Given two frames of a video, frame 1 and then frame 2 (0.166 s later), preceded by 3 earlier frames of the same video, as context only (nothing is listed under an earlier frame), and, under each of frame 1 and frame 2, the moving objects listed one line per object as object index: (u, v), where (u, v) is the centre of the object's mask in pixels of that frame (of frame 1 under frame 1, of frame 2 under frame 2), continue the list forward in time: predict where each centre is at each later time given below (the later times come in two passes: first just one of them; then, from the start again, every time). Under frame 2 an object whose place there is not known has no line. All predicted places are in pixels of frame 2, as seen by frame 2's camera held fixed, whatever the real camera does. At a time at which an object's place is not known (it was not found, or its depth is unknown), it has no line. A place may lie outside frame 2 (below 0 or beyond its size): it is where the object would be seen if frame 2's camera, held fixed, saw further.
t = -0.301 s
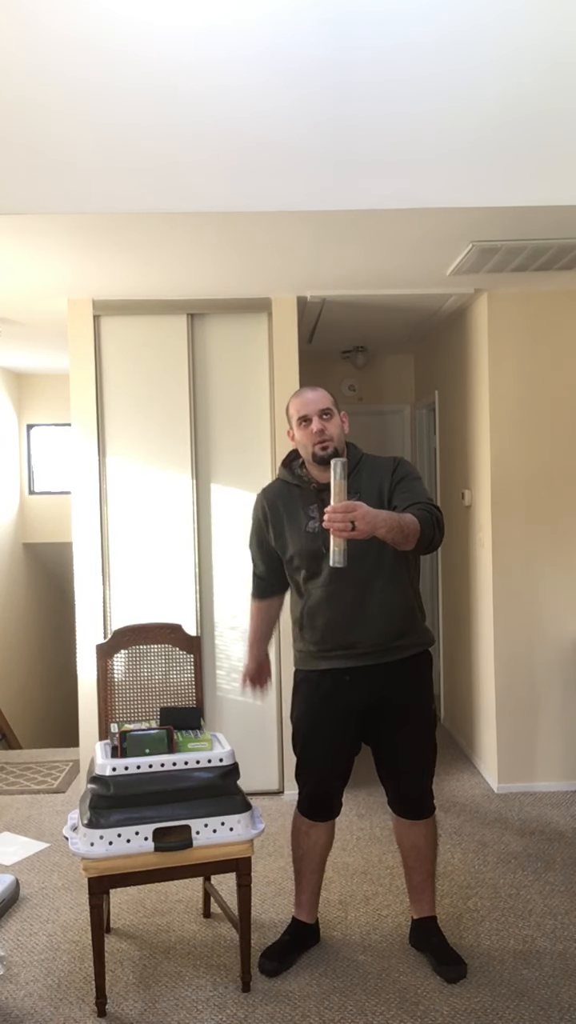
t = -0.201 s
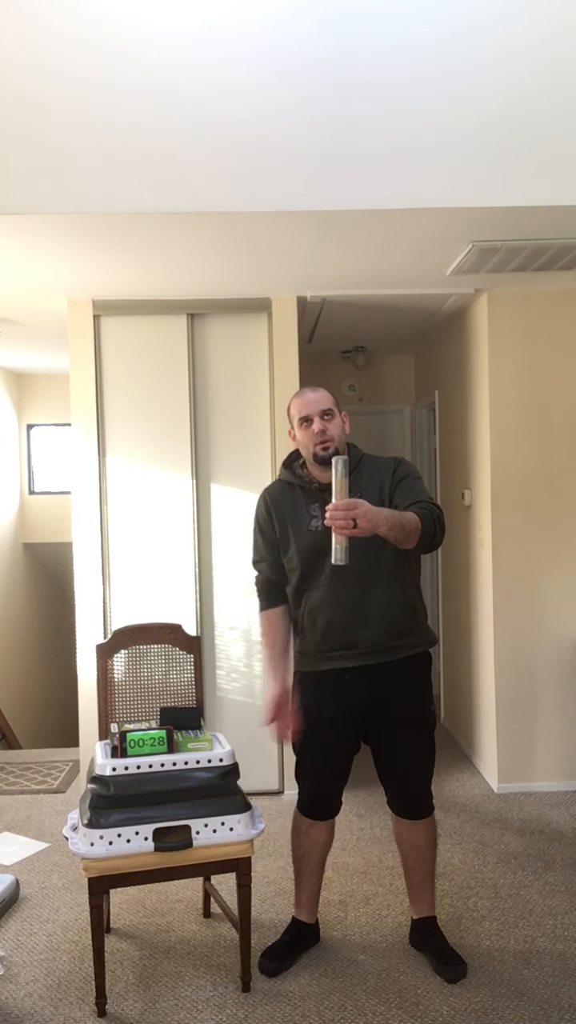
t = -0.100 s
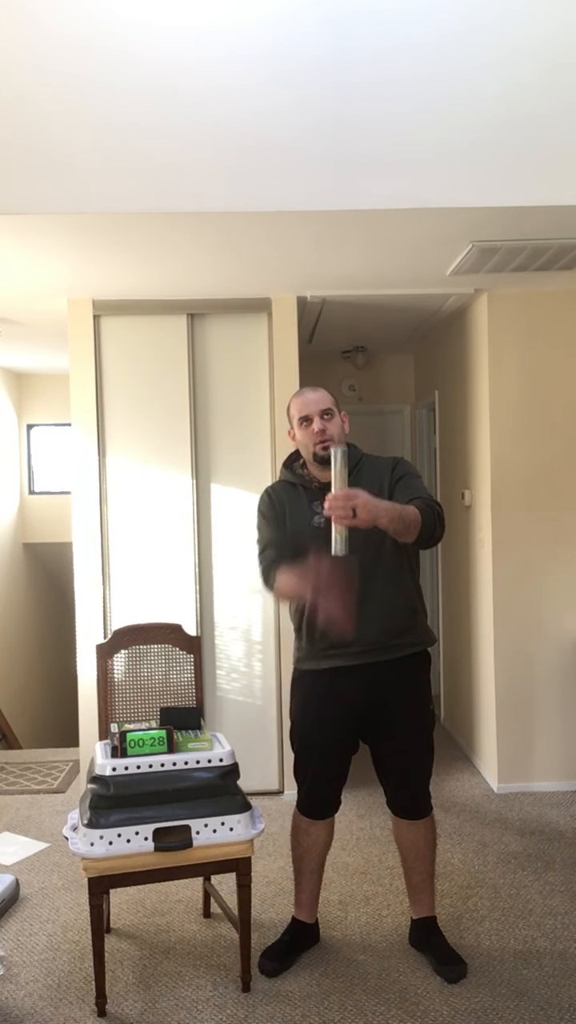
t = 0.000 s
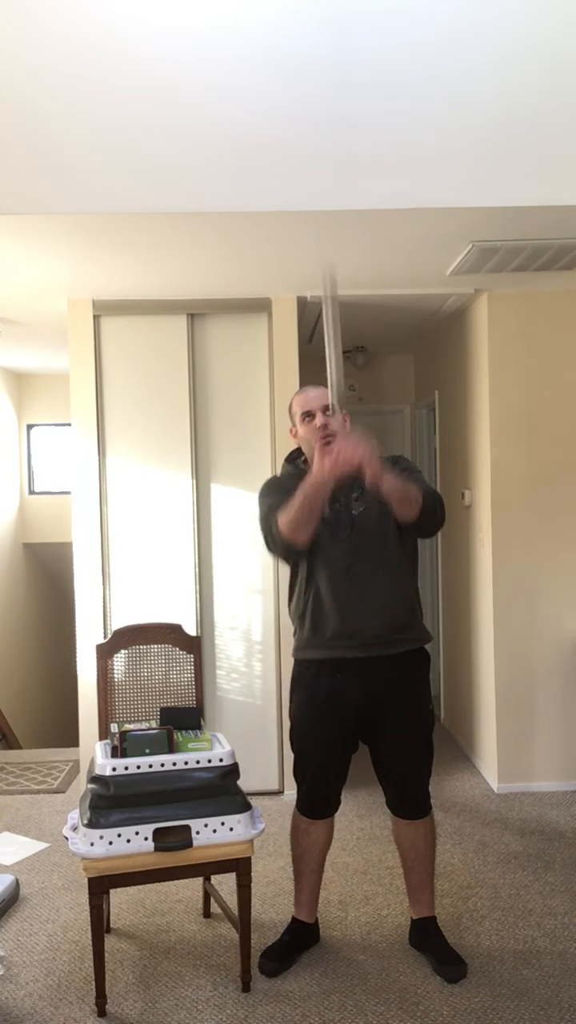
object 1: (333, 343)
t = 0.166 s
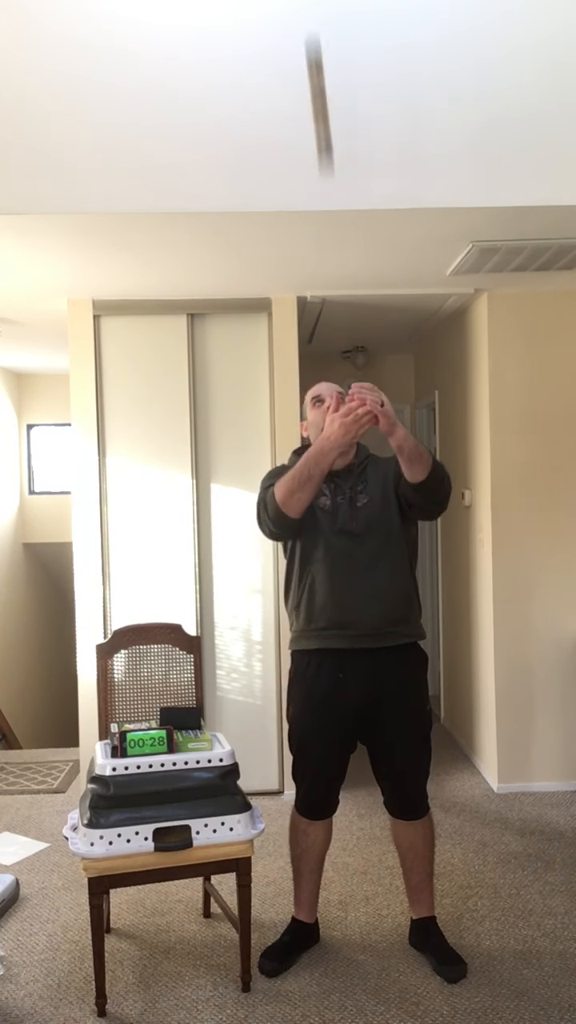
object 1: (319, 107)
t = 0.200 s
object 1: (317, 72)
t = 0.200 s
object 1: (317, 72)
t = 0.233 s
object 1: (316, 53)
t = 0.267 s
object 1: (315, 40)
